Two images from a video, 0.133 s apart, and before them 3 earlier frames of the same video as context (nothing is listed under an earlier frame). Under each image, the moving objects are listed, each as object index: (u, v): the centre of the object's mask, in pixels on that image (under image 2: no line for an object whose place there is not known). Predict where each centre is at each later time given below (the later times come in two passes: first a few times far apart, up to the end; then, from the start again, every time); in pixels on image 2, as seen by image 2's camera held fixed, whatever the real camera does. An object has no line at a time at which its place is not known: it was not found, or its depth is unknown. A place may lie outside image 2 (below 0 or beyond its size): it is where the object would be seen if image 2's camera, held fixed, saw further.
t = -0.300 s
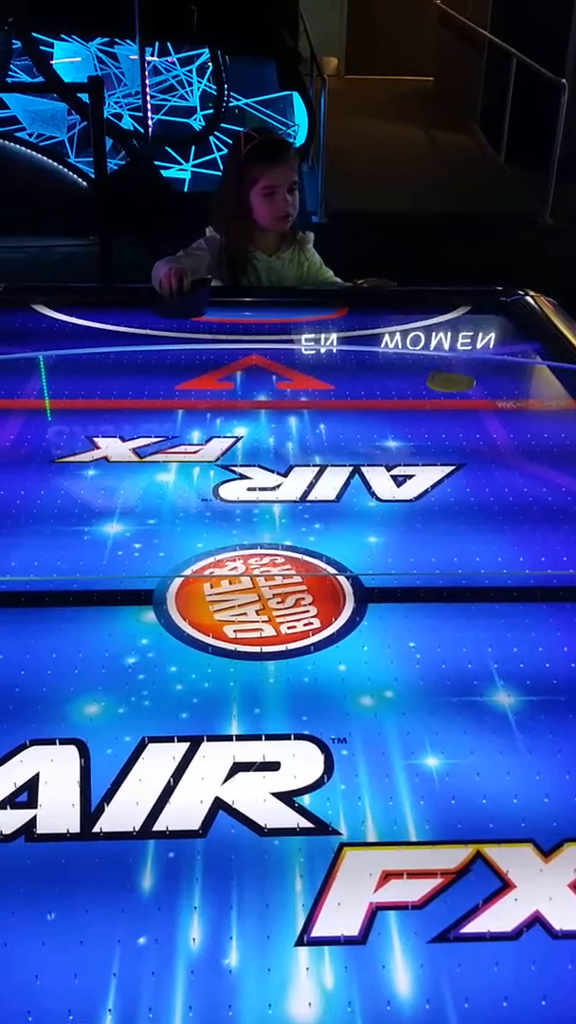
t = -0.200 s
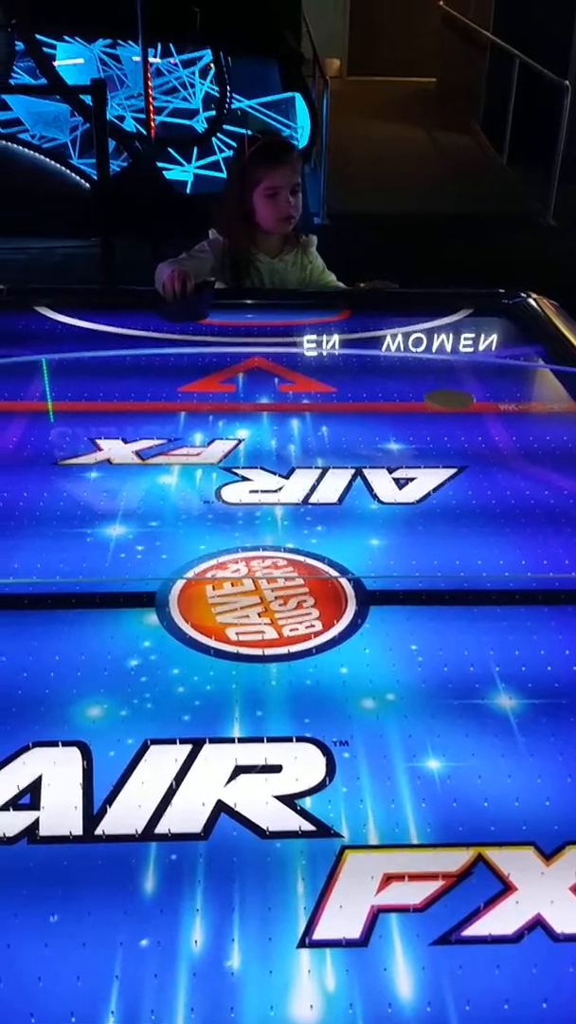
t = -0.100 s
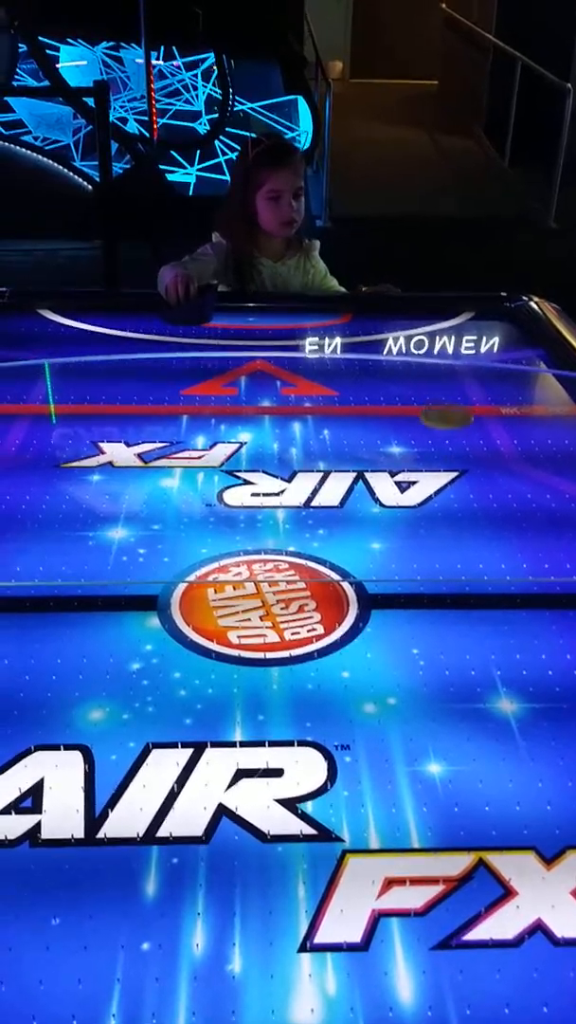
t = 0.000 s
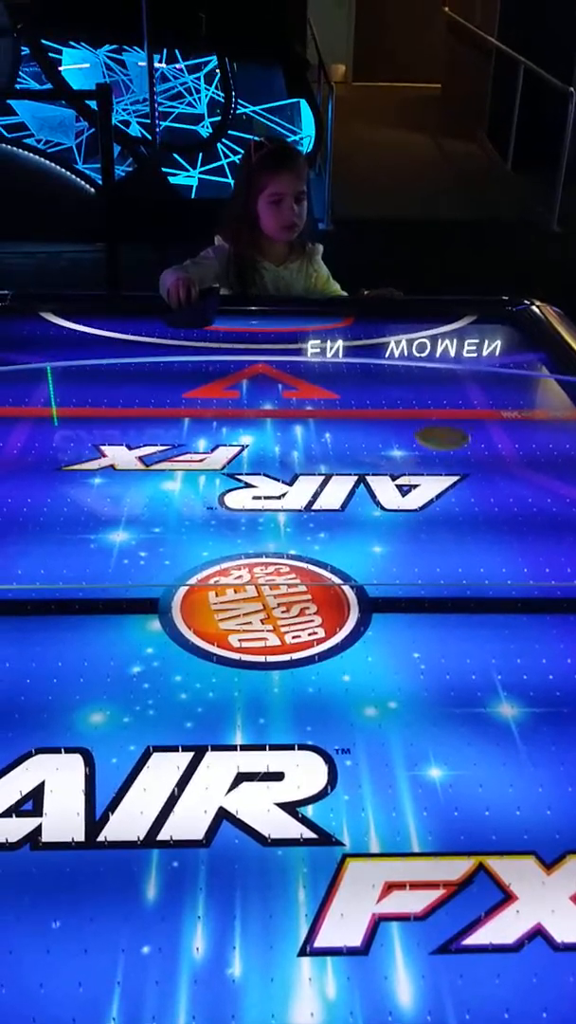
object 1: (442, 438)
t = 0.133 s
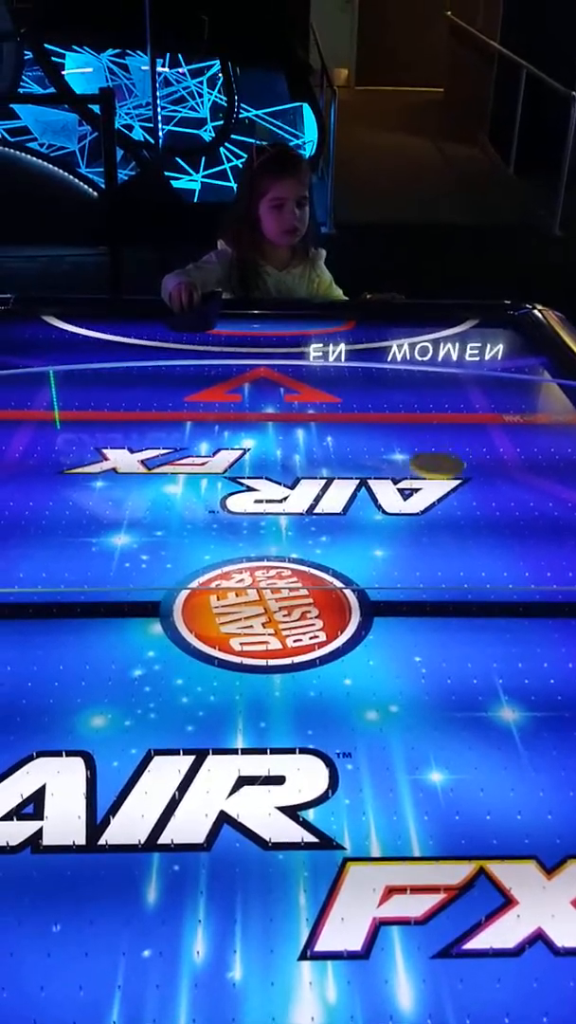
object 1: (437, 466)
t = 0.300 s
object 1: (425, 497)
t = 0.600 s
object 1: (397, 567)
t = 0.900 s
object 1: (358, 653)
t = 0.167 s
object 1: (434, 471)
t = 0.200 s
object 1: (432, 477)
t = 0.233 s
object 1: (429, 483)
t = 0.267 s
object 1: (427, 490)
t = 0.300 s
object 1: (425, 497)
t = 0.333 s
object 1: (422, 504)
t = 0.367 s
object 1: (420, 511)
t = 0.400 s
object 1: (416, 519)
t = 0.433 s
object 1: (413, 526)
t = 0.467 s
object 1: (410, 533)
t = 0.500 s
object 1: (407, 541)
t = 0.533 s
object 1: (403, 550)
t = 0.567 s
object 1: (400, 558)
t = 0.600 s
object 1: (397, 567)
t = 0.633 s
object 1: (393, 575)
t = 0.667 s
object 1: (389, 584)
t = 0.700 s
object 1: (386, 594)
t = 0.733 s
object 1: (381, 602)
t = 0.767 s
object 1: (377, 611)
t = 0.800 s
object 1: (373, 621)
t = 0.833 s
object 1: (368, 631)
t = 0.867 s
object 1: (363, 642)
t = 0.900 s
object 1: (358, 653)
